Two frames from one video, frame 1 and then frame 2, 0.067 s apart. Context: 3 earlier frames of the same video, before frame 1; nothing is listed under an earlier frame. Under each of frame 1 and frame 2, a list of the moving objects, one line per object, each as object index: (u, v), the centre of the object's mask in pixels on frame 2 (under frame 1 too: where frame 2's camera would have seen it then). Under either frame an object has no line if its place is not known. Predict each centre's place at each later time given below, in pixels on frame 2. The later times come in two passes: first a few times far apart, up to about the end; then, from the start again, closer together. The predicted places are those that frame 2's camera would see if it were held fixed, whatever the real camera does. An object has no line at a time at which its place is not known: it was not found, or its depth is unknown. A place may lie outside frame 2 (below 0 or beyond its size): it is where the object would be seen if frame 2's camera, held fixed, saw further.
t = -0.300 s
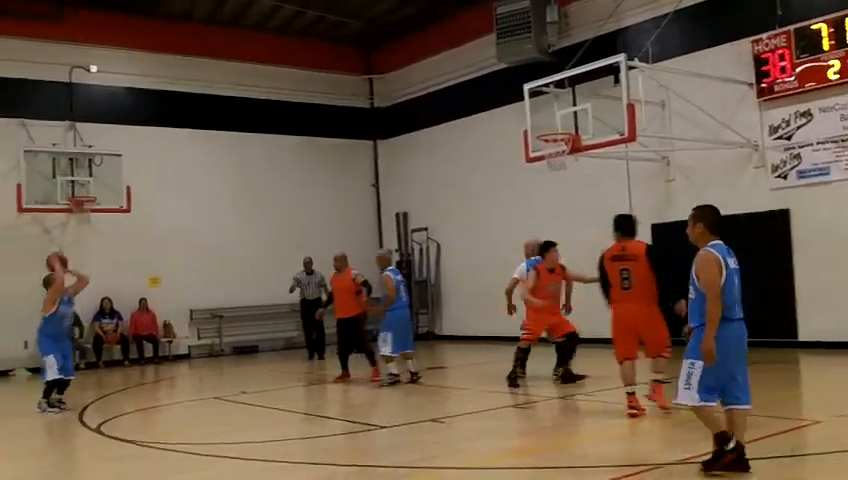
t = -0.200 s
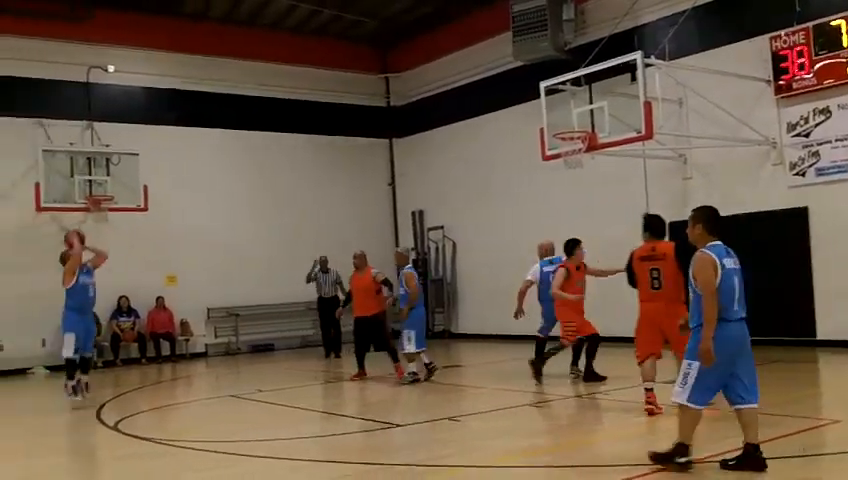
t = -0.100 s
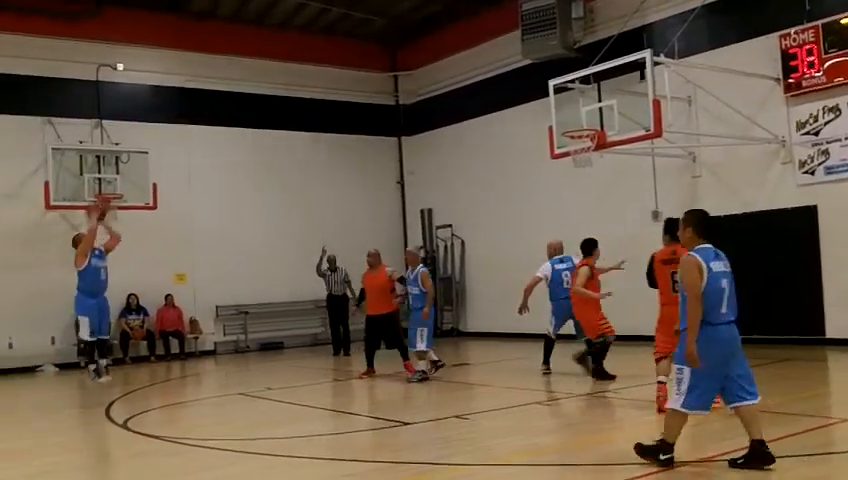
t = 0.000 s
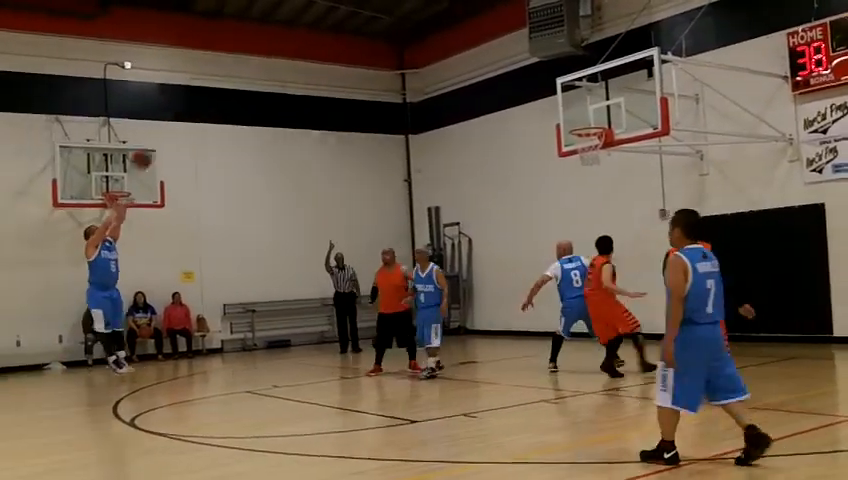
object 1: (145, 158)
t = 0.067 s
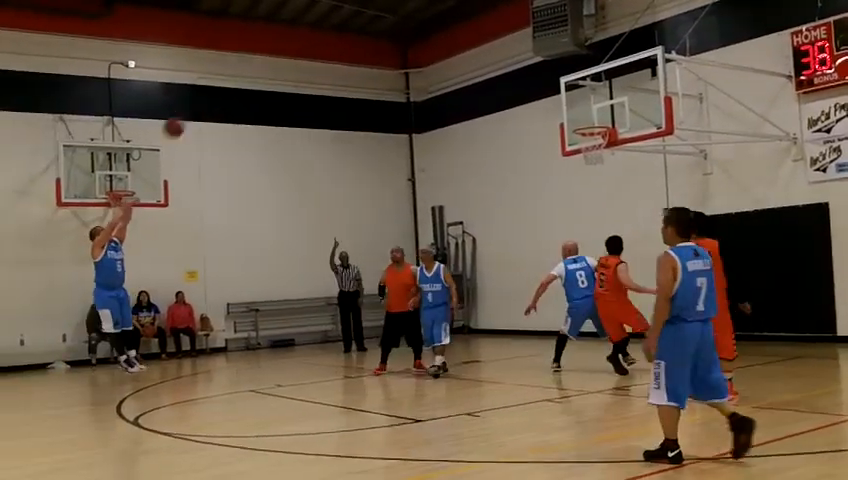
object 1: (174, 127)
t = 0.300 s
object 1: (271, 52)
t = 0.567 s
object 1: (380, 24)
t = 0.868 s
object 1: (499, 59)
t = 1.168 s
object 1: (556, 114)
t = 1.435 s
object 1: (495, 112)
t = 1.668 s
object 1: (440, 162)
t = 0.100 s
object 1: (187, 113)
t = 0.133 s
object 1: (201, 102)
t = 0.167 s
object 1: (215, 91)
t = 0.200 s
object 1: (230, 79)
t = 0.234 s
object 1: (244, 70)
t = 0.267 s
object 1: (257, 60)
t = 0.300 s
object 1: (271, 52)
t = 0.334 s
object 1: (285, 42)
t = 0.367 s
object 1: (299, 36)
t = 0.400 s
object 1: (313, 31)
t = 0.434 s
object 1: (326, 28)
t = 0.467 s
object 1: (338, 28)
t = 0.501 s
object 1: (352, 26)
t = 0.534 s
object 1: (366, 24)
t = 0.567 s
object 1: (380, 24)
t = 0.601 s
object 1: (394, 24)
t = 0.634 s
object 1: (407, 25)
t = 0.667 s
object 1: (420, 27)
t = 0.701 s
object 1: (433, 30)
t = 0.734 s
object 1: (446, 33)
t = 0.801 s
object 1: (472, 43)
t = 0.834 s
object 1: (485, 50)
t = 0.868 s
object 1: (499, 59)
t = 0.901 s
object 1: (510, 67)
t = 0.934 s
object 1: (523, 75)
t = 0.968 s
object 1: (535, 83)
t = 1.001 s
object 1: (547, 93)
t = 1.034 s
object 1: (558, 107)
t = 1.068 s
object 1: (569, 118)
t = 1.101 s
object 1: (570, 123)
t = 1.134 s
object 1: (564, 117)
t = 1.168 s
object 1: (556, 114)
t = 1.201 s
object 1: (549, 111)
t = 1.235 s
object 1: (542, 109)
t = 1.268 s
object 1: (534, 106)
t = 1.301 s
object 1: (527, 106)
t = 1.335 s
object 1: (519, 106)
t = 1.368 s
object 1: (512, 107)
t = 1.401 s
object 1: (504, 109)
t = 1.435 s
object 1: (495, 112)
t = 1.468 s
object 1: (487, 116)
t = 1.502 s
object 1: (479, 121)
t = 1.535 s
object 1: (473, 126)
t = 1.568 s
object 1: (467, 133)
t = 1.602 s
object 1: (459, 142)
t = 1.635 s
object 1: (449, 152)
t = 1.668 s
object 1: (440, 162)
